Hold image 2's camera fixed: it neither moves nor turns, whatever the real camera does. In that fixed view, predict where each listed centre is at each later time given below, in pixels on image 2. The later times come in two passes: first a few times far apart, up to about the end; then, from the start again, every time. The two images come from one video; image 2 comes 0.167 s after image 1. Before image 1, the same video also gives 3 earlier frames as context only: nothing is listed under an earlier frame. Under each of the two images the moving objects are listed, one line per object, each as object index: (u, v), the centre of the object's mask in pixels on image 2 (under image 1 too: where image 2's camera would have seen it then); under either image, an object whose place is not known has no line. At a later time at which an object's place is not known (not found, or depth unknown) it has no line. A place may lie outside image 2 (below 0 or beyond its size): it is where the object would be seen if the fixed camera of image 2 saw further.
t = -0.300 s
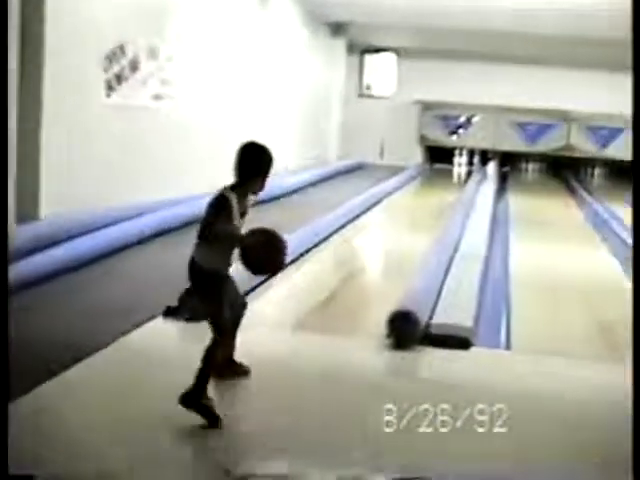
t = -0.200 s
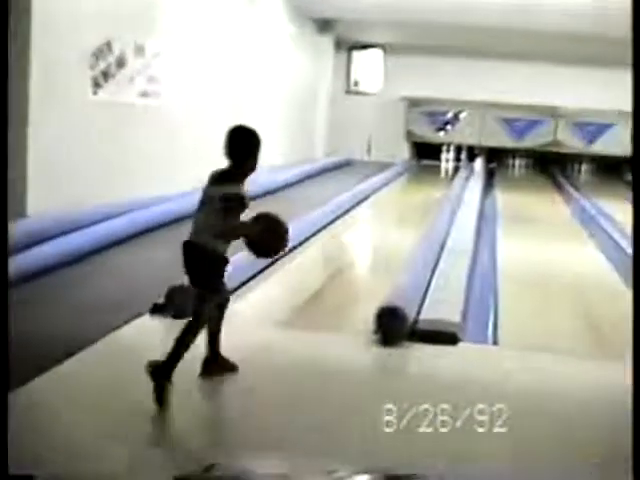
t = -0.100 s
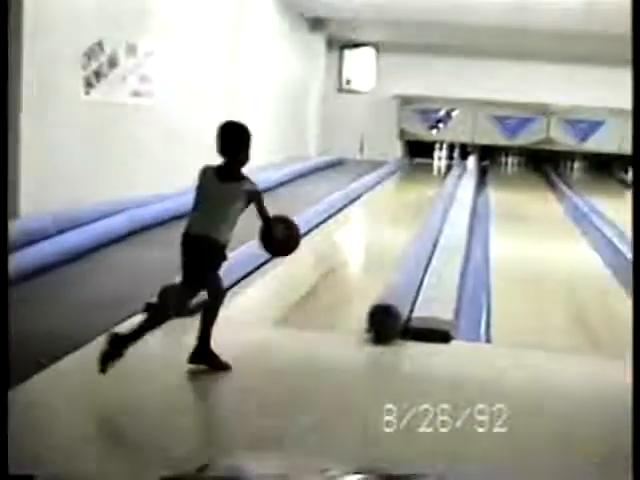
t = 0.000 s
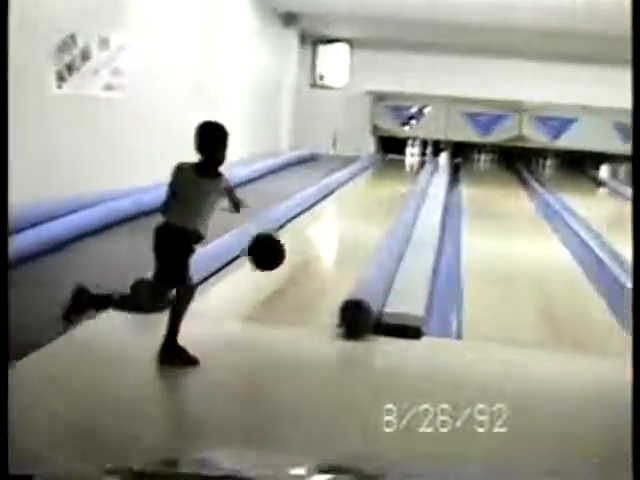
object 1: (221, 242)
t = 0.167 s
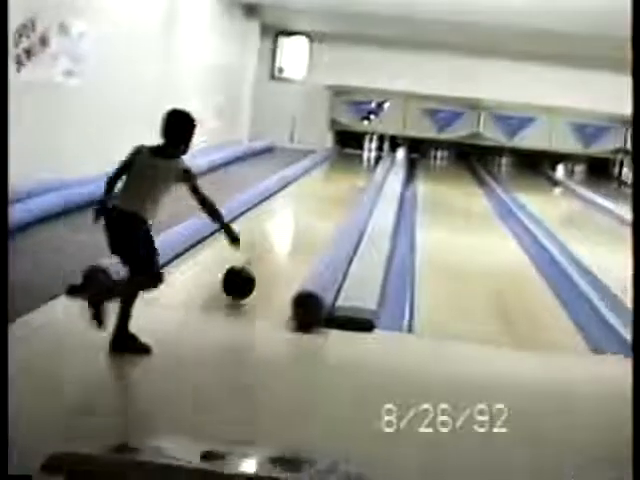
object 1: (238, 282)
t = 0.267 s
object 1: (249, 271)
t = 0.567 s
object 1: (274, 249)
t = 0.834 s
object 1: (291, 231)
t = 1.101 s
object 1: (303, 219)
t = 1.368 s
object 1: (313, 208)
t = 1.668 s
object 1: (321, 199)
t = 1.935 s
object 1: (327, 192)
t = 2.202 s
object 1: (331, 187)
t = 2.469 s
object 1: (335, 183)
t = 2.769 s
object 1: (338, 178)
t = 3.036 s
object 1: (340, 176)
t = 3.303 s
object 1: (342, 172)
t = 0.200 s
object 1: (242, 277)
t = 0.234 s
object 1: (246, 273)
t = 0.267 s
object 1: (249, 271)
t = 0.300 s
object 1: (252, 272)
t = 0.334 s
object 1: (256, 268)
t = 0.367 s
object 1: (258, 266)
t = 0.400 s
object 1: (261, 262)
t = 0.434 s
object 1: (264, 260)
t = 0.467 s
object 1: (267, 257)
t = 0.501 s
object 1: (269, 255)
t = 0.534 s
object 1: (272, 251)
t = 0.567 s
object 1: (274, 249)
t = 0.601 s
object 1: (276, 247)
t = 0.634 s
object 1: (278, 245)
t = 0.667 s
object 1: (281, 242)
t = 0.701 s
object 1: (283, 240)
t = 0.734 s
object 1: (285, 238)
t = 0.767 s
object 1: (287, 236)
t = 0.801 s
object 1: (289, 234)
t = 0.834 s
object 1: (291, 231)
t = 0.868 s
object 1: (293, 229)
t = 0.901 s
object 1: (295, 228)
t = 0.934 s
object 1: (297, 226)
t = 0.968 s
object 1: (298, 224)
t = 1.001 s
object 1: (300, 223)
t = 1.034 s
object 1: (301, 221)
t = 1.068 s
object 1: (302, 220)
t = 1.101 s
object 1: (303, 219)
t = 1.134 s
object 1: (304, 218)
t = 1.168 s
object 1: (305, 216)
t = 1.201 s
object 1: (307, 214)
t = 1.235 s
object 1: (308, 214)
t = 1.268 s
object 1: (309, 212)
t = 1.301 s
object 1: (310, 211)
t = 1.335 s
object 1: (311, 210)
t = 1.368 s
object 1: (313, 208)
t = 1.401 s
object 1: (314, 207)
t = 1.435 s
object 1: (315, 206)
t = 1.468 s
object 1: (316, 205)
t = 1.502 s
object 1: (317, 204)
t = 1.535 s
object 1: (318, 202)
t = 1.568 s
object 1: (318, 202)
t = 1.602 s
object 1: (319, 201)
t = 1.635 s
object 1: (320, 200)
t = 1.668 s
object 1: (321, 199)
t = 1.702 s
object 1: (321, 198)
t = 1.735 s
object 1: (322, 198)
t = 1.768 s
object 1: (323, 196)
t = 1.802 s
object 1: (324, 196)
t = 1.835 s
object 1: (324, 196)
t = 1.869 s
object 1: (325, 194)
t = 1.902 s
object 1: (326, 193)
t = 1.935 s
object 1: (327, 192)
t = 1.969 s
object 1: (327, 191)
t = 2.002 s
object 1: (328, 191)
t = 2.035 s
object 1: (328, 191)
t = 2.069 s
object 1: (330, 189)
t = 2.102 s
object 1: (330, 189)
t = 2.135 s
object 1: (330, 188)
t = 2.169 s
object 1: (331, 188)
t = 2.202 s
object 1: (331, 187)
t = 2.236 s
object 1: (332, 186)
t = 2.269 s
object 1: (332, 185)
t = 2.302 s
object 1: (333, 185)
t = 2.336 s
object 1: (333, 184)
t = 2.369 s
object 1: (333, 184)
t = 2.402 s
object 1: (335, 183)
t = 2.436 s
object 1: (335, 183)
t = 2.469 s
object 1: (335, 183)
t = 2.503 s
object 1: (335, 182)
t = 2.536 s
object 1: (336, 182)
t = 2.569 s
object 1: (336, 181)
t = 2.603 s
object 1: (337, 180)
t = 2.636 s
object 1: (337, 180)
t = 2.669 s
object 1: (337, 179)
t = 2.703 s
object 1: (338, 179)
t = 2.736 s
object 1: (338, 178)
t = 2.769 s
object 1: (338, 178)
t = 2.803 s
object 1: (338, 178)
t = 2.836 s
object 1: (338, 178)
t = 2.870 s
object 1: (339, 177)
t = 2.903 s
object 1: (339, 177)
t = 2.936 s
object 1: (340, 176)
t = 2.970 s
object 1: (339, 176)
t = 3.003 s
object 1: (340, 176)
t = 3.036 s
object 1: (340, 176)
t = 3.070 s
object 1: (340, 175)
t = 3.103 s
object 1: (341, 175)
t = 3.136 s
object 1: (341, 174)
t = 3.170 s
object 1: (341, 174)
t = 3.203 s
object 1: (341, 174)
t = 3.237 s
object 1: (341, 174)
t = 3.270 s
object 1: (342, 172)
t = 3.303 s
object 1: (342, 172)
